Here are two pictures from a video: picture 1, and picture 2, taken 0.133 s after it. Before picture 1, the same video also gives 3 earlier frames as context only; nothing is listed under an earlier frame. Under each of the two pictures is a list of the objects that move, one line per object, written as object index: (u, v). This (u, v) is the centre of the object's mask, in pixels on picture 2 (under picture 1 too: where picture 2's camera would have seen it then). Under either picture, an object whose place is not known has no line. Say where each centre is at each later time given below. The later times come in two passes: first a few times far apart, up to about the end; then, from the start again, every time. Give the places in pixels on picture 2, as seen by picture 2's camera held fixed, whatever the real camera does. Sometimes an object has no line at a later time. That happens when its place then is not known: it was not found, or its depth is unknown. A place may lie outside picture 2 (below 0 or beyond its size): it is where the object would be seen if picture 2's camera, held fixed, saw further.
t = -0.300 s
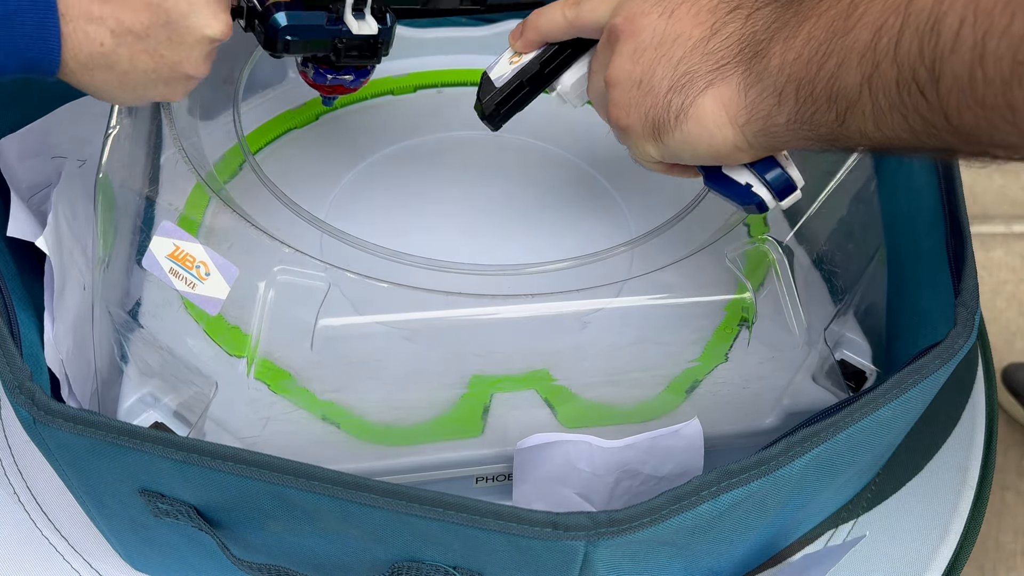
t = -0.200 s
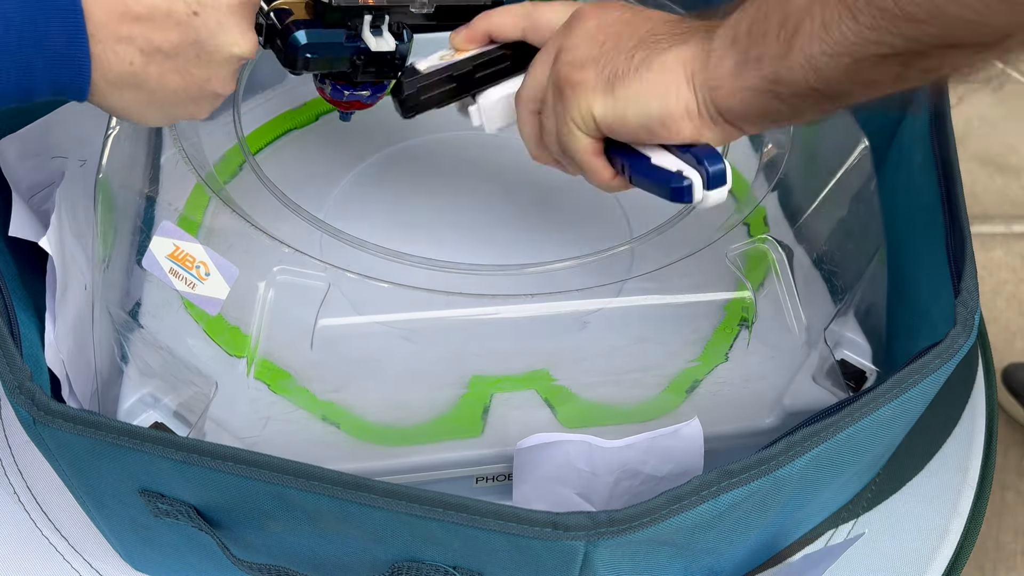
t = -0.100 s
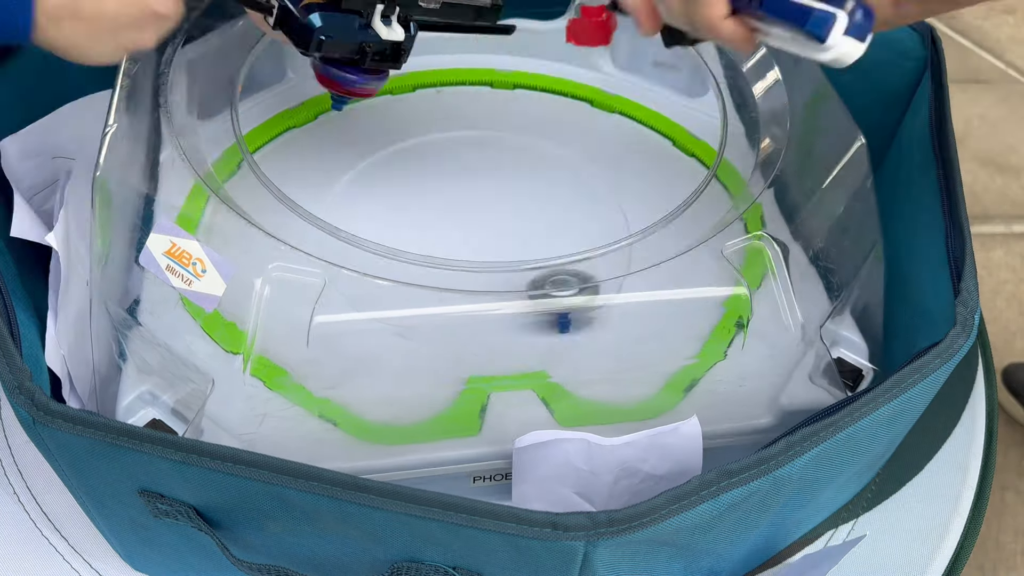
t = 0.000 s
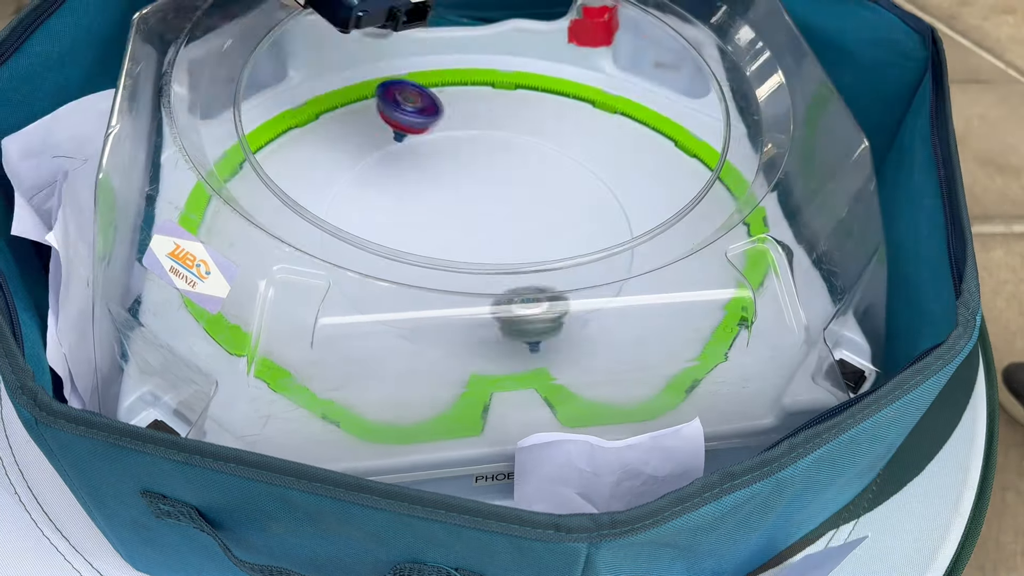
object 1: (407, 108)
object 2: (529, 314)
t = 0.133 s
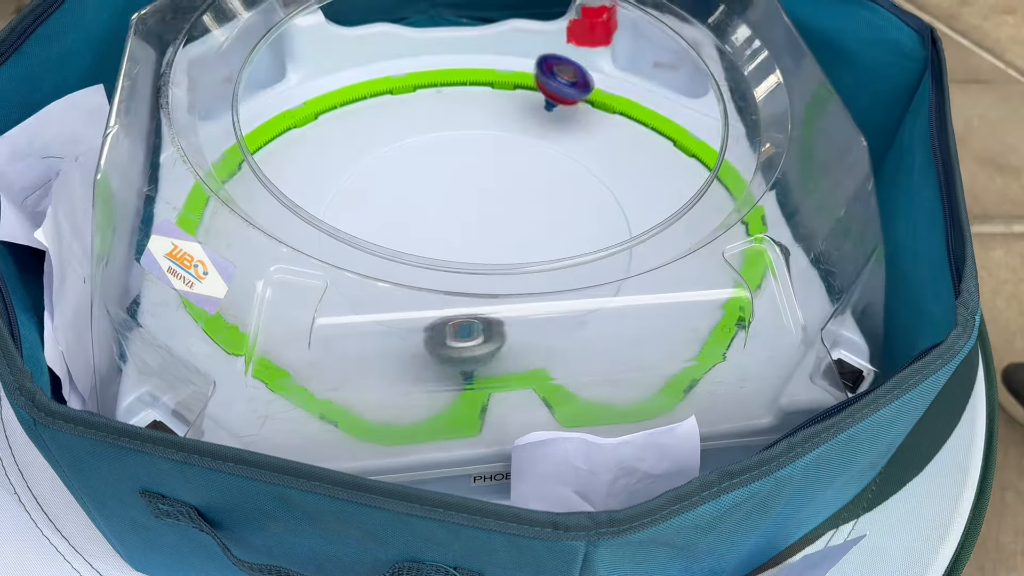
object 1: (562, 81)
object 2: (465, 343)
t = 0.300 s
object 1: (651, 112)
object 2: (321, 326)
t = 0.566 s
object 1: (621, 145)
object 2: (224, 236)
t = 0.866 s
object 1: (433, 134)
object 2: (275, 200)
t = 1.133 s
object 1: (467, 174)
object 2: (206, 205)
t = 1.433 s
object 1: (670, 136)
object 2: (432, 287)
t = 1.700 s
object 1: (567, 134)
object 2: (517, 169)
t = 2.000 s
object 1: (506, 147)
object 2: (298, 104)
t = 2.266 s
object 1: (480, 201)
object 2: (236, 159)
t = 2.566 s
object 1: (590, 216)
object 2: (276, 123)
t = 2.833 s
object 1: (584, 165)
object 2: (382, 78)
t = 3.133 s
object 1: (520, 149)
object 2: (477, 68)
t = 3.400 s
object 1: (587, 206)
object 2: (507, 70)
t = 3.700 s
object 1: (602, 199)
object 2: (520, 70)
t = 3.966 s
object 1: (536, 166)
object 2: (542, 73)
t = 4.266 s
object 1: (441, 293)
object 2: (585, 83)
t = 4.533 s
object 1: (560, 308)
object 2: (622, 95)
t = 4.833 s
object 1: (732, 249)
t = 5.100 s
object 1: (630, 172)
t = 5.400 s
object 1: (375, 215)
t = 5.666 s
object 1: (517, 239)
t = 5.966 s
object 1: (554, 143)
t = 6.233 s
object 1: (329, 225)
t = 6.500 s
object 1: (689, 211)
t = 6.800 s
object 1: (232, 258)
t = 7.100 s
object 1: (518, 22)
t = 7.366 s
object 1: (391, 185)
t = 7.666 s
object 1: (489, 374)
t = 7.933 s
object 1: (700, 142)
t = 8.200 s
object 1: (243, 297)
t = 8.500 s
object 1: (477, 16)
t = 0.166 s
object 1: (595, 86)
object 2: (440, 345)
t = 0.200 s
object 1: (620, 87)
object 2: (410, 344)
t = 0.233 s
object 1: (633, 89)
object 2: (380, 343)
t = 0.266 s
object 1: (644, 104)
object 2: (350, 332)
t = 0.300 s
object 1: (651, 112)
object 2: (321, 326)
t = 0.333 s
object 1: (656, 120)
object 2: (293, 318)
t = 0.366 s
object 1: (657, 127)
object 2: (257, 307)
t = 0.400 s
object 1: (656, 133)
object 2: (247, 297)
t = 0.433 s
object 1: (654, 138)
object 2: (243, 294)
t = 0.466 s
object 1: (649, 142)
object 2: (247, 277)
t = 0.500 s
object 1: (642, 144)
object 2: (245, 266)
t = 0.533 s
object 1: (633, 145)
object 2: (235, 247)
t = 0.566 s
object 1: (621, 145)
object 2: (224, 236)
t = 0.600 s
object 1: (608, 144)
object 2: (213, 227)
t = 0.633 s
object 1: (594, 143)
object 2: (203, 220)
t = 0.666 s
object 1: (576, 143)
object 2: (196, 213)
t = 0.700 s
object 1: (556, 142)
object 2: (209, 217)
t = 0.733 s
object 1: (533, 142)
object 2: (231, 210)
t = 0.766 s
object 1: (509, 142)
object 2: (243, 207)
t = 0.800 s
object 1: (483, 140)
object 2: (257, 200)
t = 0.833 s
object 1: (458, 137)
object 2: (267, 200)
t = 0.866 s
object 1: (433, 134)
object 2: (275, 200)
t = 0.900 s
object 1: (408, 131)
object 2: (284, 195)
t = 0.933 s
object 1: (390, 133)
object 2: (293, 192)
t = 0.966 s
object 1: (380, 147)
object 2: (304, 189)
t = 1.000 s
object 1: (372, 158)
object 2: (306, 188)
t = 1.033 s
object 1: (367, 168)
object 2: (306, 187)
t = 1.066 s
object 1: (389, 172)
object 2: (274, 196)
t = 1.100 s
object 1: (428, 175)
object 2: (231, 203)
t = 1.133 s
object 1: (467, 174)
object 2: (206, 205)
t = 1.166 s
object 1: (505, 169)
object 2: (231, 221)
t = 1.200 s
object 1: (541, 162)
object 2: (261, 237)
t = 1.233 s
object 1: (573, 152)
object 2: (287, 248)
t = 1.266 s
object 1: (600, 142)
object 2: (311, 258)
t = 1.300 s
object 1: (617, 137)
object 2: (338, 266)
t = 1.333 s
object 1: (632, 144)
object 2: (361, 275)
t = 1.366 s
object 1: (646, 139)
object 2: (385, 286)
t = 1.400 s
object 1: (659, 139)
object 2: (409, 286)
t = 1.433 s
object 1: (670, 136)
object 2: (432, 287)
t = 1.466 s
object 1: (679, 132)
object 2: (453, 281)
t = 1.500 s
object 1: (687, 127)
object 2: (471, 269)
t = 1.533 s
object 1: (670, 127)
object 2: (486, 257)
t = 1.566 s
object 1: (649, 130)
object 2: (499, 242)
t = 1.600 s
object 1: (628, 133)
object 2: (509, 226)
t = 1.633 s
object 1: (607, 134)
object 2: (516, 208)
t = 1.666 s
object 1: (588, 134)
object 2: (519, 188)
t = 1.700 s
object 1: (567, 134)
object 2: (517, 169)
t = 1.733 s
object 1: (563, 127)
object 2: (494, 151)
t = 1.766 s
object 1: (561, 127)
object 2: (466, 138)
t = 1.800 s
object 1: (558, 123)
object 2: (437, 122)
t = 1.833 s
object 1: (553, 123)
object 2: (411, 110)
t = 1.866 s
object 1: (547, 126)
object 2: (389, 108)
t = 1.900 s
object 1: (537, 131)
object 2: (366, 111)
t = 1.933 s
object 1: (527, 135)
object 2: (342, 109)
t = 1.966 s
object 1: (515, 141)
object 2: (318, 106)
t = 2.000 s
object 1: (506, 147)
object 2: (298, 104)
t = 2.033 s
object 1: (496, 153)
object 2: (288, 116)
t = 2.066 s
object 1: (488, 158)
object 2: (279, 127)
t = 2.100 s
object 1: (480, 165)
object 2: (271, 138)
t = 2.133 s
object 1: (475, 173)
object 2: (261, 146)
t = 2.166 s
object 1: (472, 180)
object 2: (253, 152)
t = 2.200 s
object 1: (472, 187)
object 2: (245, 158)
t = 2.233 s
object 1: (475, 194)
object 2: (240, 160)
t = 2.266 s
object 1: (480, 201)
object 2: (236, 159)
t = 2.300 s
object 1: (489, 208)
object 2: (234, 159)
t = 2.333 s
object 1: (499, 213)
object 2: (236, 160)
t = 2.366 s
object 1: (510, 218)
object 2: (238, 159)
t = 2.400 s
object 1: (523, 221)
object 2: (239, 156)
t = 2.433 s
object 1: (537, 223)
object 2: (243, 152)
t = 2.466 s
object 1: (552, 223)
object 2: (249, 143)
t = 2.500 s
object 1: (566, 222)
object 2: (257, 136)
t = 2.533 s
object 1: (578, 219)
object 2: (269, 131)
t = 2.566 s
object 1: (590, 216)
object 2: (276, 123)
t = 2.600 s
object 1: (600, 210)
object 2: (287, 114)
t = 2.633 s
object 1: (608, 203)
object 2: (301, 108)
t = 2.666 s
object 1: (614, 195)
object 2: (313, 101)
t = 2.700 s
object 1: (618, 187)
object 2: (327, 95)
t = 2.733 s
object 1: (615, 181)
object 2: (340, 90)
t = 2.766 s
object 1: (604, 175)
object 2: (354, 85)
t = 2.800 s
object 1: (594, 170)
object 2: (369, 81)
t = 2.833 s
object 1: (584, 165)
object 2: (382, 78)
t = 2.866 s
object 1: (573, 160)
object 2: (395, 75)
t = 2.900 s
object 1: (562, 154)
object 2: (408, 72)
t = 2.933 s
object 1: (552, 150)
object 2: (420, 71)
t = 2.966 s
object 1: (543, 146)
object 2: (432, 70)
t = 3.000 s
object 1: (535, 143)
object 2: (443, 68)
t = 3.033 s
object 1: (528, 142)
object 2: (452, 68)
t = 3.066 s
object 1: (523, 142)
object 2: (462, 68)
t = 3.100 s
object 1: (521, 145)
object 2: (470, 67)
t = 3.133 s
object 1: (520, 149)
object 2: (477, 68)
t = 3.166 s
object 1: (523, 155)
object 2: (483, 67)
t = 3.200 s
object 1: (527, 163)
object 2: (489, 68)
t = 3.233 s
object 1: (534, 171)
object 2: (494, 68)
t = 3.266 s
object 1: (542, 179)
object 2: (498, 69)
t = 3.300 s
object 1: (553, 187)
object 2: (501, 69)
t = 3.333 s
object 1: (564, 195)
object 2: (504, 68)
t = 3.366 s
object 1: (575, 201)
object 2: (506, 69)
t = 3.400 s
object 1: (587, 206)
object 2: (507, 70)
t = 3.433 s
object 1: (597, 209)
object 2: (509, 69)
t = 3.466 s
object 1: (607, 211)
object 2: (510, 69)
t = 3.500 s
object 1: (614, 211)
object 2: (511, 69)
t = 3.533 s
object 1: (621, 211)
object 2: (512, 70)
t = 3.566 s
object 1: (624, 209)
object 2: (513, 70)
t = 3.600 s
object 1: (618, 208)
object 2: (514, 70)
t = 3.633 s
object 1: (613, 206)
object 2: (516, 69)
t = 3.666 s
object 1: (608, 202)
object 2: (518, 69)
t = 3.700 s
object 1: (602, 199)
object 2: (520, 70)
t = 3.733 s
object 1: (596, 194)
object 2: (522, 70)
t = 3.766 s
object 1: (590, 189)
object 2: (524, 70)
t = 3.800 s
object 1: (584, 183)
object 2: (526, 71)
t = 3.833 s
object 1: (578, 177)
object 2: (529, 71)
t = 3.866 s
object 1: (572, 170)
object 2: (532, 72)
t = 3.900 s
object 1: (564, 165)
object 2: (535, 72)
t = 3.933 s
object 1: (552, 163)
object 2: (539, 73)
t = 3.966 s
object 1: (536, 166)
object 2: (542, 73)
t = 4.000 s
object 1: (519, 173)
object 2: (546, 74)
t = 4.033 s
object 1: (502, 182)
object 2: (550, 74)
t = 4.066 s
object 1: (487, 195)
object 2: (555, 75)
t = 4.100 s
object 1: (472, 210)
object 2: (560, 76)
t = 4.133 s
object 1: (460, 226)
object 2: (565, 78)
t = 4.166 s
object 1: (451, 238)
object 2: (570, 78)
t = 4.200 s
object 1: (445, 258)
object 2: (575, 80)
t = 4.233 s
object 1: (442, 276)
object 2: (580, 81)
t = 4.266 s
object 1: (441, 293)
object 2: (585, 83)
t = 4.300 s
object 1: (447, 306)
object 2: (590, 84)
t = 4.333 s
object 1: (457, 317)
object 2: (596, 86)
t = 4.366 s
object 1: (470, 328)
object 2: (600, 87)
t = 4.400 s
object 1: (486, 337)
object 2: (605, 89)
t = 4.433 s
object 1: (505, 339)
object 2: (609, 91)
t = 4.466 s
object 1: (522, 330)
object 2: (613, 92)
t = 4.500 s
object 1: (540, 320)
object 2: (617, 94)
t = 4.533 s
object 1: (560, 308)
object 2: (622, 95)
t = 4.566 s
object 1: (581, 296)
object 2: (624, 97)
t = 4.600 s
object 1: (601, 279)
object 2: (627, 98)
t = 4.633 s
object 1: (623, 273)
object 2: (630, 99)
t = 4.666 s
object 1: (642, 266)
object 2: (631, 100)
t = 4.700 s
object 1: (659, 258)
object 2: (633, 101)
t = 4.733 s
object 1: (676, 251)
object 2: (635, 102)
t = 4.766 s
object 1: (690, 245)
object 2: (632, 103)
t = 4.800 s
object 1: (704, 245)
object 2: (629, 104)
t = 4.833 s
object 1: (732, 249)
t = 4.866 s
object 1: (741, 246)
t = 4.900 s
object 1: (723, 220)
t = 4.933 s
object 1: (720, 210)
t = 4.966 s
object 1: (706, 198)
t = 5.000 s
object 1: (692, 187)
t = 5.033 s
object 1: (673, 179)
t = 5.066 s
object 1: (655, 175)
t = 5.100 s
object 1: (630, 172)
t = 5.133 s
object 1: (601, 171)
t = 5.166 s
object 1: (582, 175)
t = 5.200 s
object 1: (560, 178)
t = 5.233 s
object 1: (532, 180)
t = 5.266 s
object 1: (500, 183)
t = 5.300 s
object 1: (466, 189)
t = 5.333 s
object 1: (432, 198)
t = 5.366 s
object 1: (401, 208)
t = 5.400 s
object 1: (375, 215)
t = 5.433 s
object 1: (382, 216)
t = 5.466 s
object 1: (395, 217)
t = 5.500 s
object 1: (412, 218)
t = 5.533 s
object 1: (428, 220)
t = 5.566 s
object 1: (446, 224)
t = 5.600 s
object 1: (465, 230)
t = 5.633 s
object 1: (489, 236)
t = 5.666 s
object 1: (517, 239)
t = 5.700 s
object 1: (546, 239)
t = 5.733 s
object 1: (573, 234)
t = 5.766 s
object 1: (597, 227)
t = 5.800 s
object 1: (618, 217)
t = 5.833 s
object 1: (624, 203)
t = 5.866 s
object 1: (611, 194)
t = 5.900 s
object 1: (597, 177)
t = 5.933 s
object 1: (577, 161)
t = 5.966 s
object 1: (554, 143)
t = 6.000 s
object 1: (524, 127)
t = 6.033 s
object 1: (491, 114)
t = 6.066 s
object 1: (454, 111)
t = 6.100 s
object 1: (415, 118)
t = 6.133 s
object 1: (377, 132)
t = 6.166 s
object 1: (345, 155)
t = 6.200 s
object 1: (326, 189)
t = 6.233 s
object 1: (329, 225)
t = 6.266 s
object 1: (353, 274)
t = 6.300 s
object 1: (413, 302)
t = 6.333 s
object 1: (479, 327)
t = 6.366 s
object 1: (545, 328)
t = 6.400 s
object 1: (596, 302)
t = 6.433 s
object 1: (634, 267)
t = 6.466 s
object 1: (663, 236)
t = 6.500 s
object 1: (689, 211)
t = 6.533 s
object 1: (704, 182)
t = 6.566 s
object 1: (714, 158)
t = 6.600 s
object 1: (670, 127)
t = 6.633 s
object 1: (611, 96)
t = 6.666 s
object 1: (537, 73)
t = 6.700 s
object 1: (427, 69)
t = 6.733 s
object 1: (313, 99)
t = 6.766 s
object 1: (228, 162)
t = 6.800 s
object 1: (232, 258)
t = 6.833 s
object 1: (310, 348)
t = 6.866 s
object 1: (436, 372)
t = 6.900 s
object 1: (471, 298)
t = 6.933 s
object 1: (495, 236)
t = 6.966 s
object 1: (516, 171)
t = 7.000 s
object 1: (529, 106)
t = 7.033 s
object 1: (532, 53)
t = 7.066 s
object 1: (526, 30)
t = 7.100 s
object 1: (518, 22)
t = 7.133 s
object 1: (507, 25)
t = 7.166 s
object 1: (496, 43)
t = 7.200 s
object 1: (483, 73)
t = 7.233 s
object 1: (467, 103)
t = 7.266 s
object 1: (449, 108)
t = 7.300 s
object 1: (430, 124)
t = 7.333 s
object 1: (411, 153)
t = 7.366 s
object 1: (391, 185)
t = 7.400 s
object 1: (370, 210)
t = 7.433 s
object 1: (355, 234)
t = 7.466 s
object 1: (339, 266)
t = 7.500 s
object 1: (344, 288)
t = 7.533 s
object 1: (349, 320)
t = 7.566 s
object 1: (355, 349)
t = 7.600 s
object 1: (355, 378)
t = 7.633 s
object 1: (418, 377)
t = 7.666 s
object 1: (489, 374)
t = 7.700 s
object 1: (553, 366)
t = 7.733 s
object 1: (613, 361)
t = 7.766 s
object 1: (661, 346)
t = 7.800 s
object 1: (682, 298)
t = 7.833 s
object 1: (694, 257)
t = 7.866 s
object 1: (704, 215)
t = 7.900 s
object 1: (712, 178)
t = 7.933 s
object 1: (700, 142)
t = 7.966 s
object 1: (632, 111)
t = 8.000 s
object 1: (564, 82)
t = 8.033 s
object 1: (488, 66)
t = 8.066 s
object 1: (392, 72)
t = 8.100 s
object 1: (304, 101)
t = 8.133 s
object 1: (233, 152)
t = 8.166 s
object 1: (201, 218)
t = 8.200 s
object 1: (243, 297)
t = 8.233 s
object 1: (312, 348)
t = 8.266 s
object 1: (402, 389)
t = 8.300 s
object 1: (458, 333)
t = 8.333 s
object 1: (467, 273)
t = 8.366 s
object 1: (475, 214)
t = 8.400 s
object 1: (483, 153)
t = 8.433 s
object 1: (488, 95)
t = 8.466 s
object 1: (488, 46)
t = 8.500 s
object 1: (477, 16)
